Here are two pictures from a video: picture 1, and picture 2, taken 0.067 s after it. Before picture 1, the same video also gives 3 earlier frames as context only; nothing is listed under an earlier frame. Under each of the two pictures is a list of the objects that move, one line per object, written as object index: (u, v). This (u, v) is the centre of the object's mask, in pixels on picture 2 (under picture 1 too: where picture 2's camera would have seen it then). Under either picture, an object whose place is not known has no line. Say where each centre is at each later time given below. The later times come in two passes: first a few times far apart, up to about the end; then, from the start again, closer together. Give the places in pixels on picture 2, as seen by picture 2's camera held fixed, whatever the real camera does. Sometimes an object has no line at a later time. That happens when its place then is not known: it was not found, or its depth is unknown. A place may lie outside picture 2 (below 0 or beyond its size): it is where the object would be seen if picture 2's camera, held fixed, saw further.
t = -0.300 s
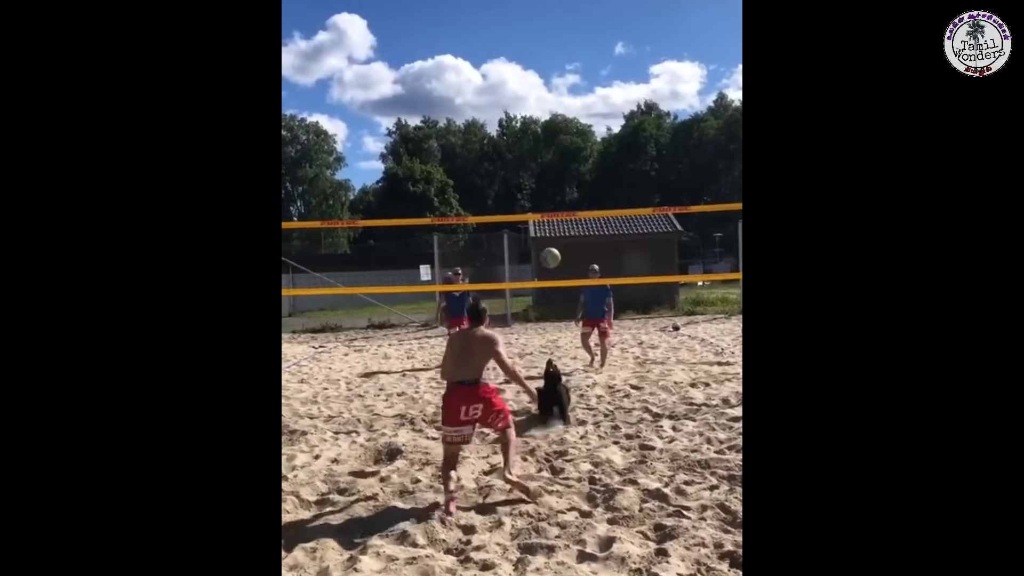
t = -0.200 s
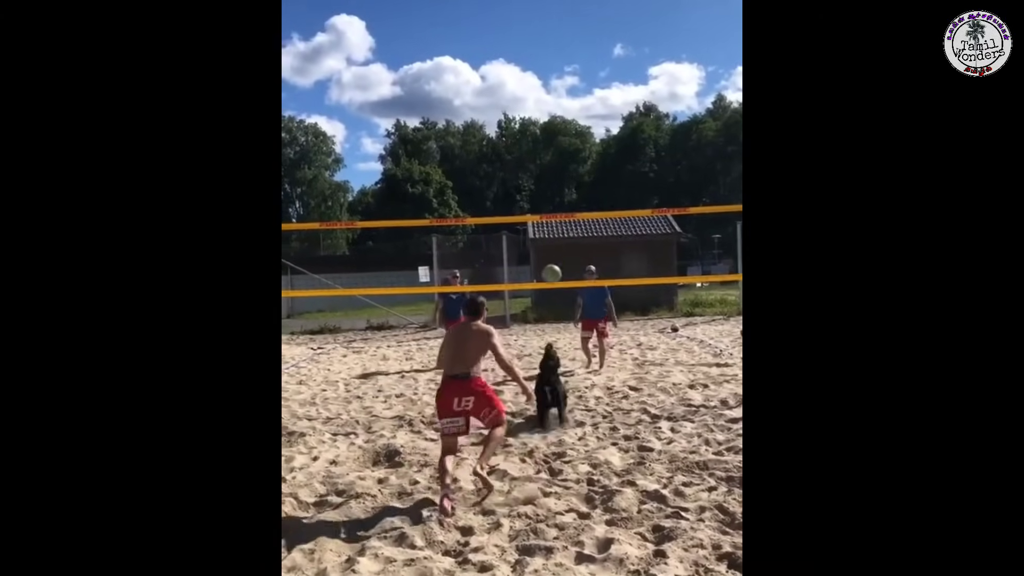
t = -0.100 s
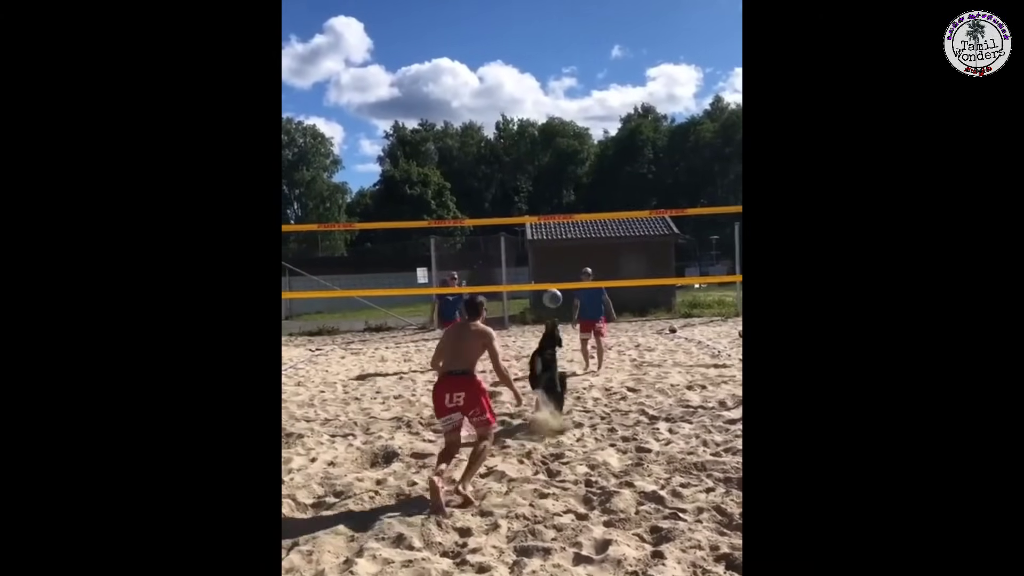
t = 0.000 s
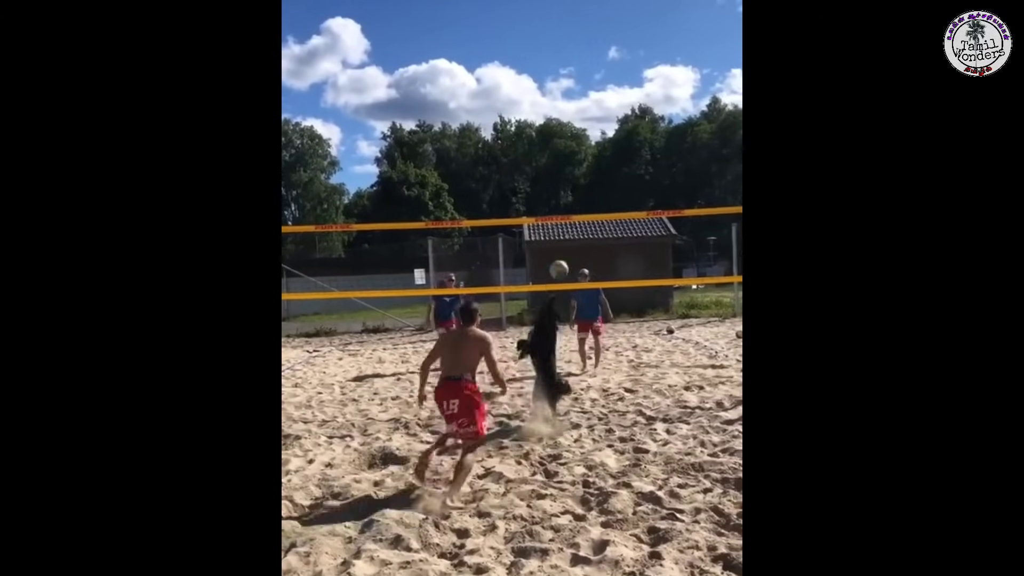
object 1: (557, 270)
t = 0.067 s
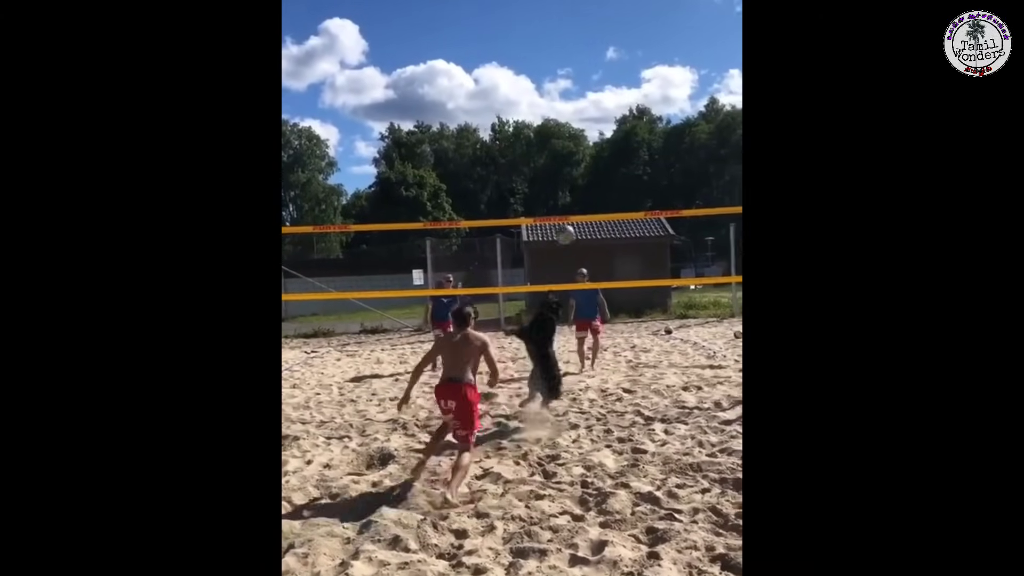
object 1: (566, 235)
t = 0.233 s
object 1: (586, 161)
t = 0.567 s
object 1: (630, 85)
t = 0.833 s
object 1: (668, 94)
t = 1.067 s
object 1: (703, 153)
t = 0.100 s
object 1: (570, 217)
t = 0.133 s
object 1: (574, 202)
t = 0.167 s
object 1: (578, 188)
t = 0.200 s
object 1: (582, 174)
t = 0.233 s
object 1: (586, 161)
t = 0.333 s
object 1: (599, 128)
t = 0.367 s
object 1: (603, 119)
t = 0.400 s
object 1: (607, 111)
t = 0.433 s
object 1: (612, 104)
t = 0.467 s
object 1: (616, 98)
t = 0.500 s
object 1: (621, 93)
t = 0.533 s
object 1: (626, 88)
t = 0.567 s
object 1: (630, 85)
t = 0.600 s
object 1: (635, 82)
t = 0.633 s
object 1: (639, 81)
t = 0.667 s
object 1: (644, 81)
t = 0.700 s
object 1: (649, 82)
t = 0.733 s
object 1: (654, 83)
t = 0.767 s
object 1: (659, 86)
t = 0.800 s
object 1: (663, 90)
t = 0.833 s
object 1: (668, 94)
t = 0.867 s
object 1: (673, 99)
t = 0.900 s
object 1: (678, 106)
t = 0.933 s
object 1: (682, 113)
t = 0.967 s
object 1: (686, 120)
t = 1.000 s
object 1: (692, 132)
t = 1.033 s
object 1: (698, 142)
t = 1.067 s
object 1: (703, 153)
